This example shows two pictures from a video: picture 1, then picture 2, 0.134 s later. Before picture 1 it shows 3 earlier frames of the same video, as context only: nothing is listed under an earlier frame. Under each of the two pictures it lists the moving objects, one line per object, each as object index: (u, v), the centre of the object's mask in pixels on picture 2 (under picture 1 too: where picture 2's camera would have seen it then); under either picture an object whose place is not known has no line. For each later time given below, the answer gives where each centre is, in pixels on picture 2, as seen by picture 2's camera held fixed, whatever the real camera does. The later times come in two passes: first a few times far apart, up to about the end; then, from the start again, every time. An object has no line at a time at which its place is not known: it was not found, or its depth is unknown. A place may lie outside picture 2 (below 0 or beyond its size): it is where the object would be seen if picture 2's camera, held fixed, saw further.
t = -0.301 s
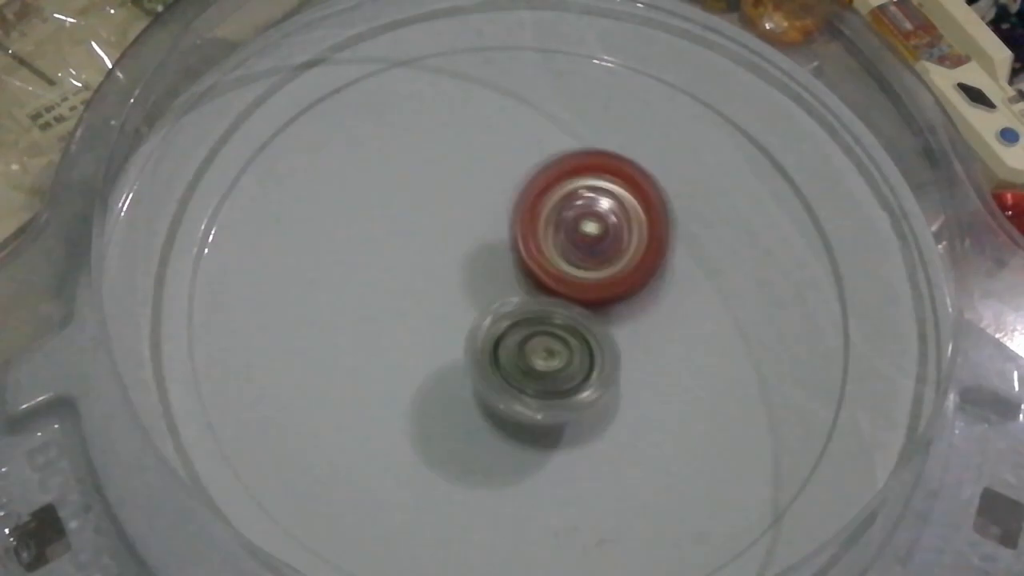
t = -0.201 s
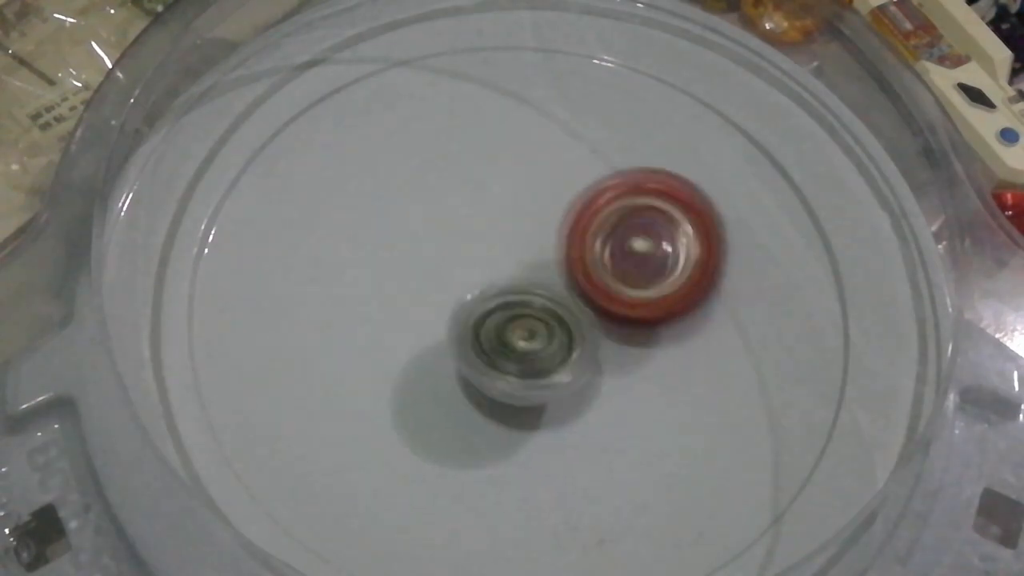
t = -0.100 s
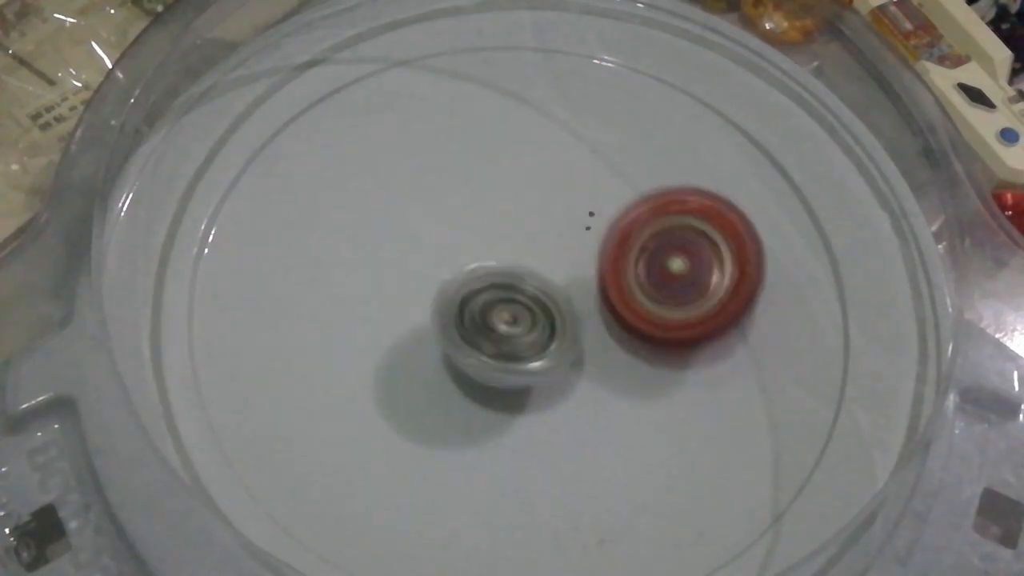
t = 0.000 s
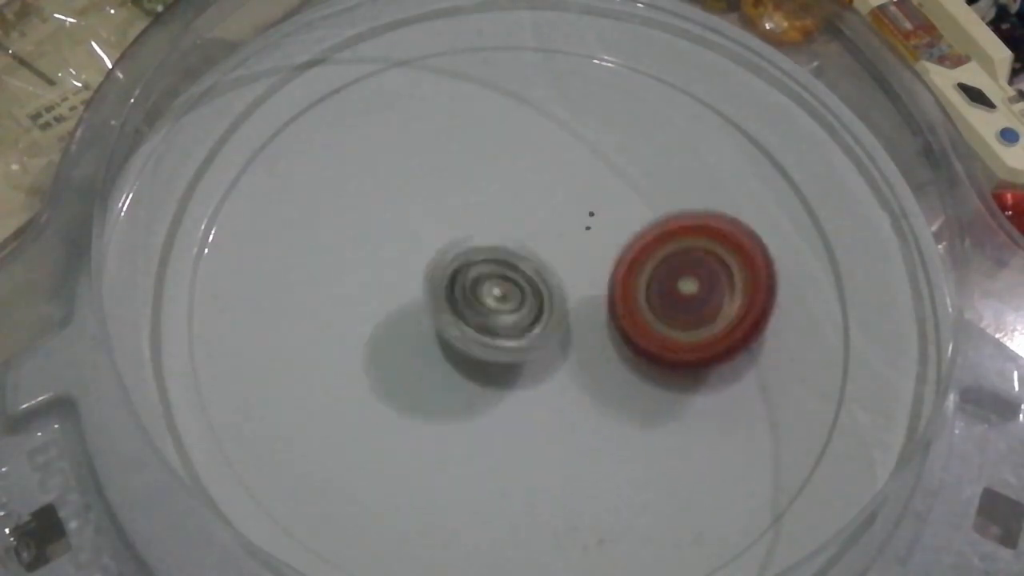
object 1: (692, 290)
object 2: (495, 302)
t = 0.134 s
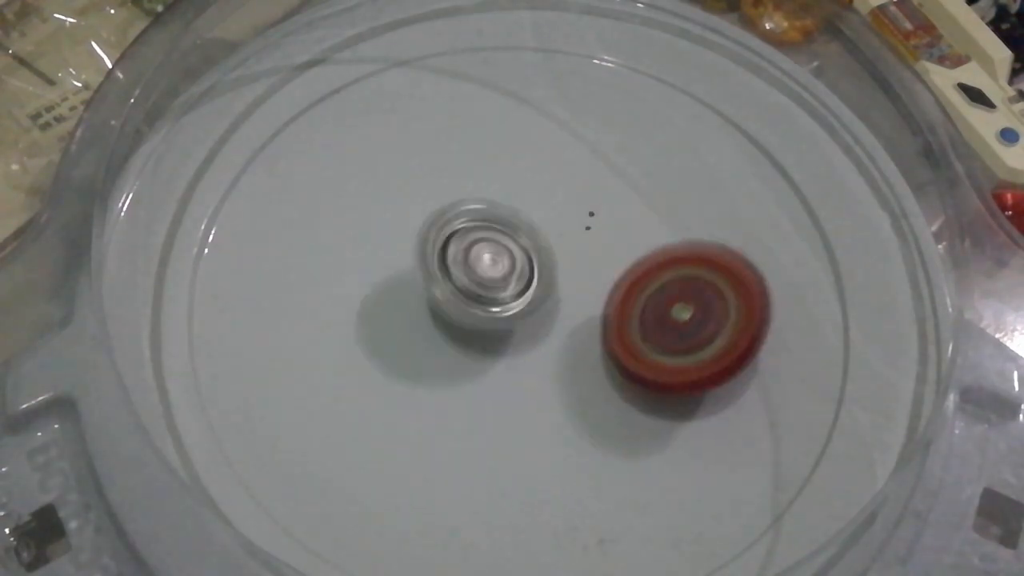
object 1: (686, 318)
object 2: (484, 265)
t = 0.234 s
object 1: (669, 336)
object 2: (486, 240)
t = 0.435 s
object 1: (606, 356)
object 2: (512, 213)
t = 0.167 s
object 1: (682, 324)
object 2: (487, 259)
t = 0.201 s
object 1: (677, 330)
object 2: (487, 249)
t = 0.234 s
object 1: (669, 336)
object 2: (486, 240)
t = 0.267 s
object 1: (661, 341)
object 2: (489, 233)
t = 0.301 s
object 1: (652, 346)
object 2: (492, 226)
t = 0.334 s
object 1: (642, 350)
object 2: (497, 221)
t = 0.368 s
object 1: (631, 351)
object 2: (502, 218)
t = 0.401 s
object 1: (619, 354)
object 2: (507, 214)
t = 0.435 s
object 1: (606, 356)
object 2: (512, 213)
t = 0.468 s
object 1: (593, 357)
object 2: (520, 211)
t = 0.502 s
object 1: (579, 358)
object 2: (527, 212)
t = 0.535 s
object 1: (563, 358)
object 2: (534, 213)
